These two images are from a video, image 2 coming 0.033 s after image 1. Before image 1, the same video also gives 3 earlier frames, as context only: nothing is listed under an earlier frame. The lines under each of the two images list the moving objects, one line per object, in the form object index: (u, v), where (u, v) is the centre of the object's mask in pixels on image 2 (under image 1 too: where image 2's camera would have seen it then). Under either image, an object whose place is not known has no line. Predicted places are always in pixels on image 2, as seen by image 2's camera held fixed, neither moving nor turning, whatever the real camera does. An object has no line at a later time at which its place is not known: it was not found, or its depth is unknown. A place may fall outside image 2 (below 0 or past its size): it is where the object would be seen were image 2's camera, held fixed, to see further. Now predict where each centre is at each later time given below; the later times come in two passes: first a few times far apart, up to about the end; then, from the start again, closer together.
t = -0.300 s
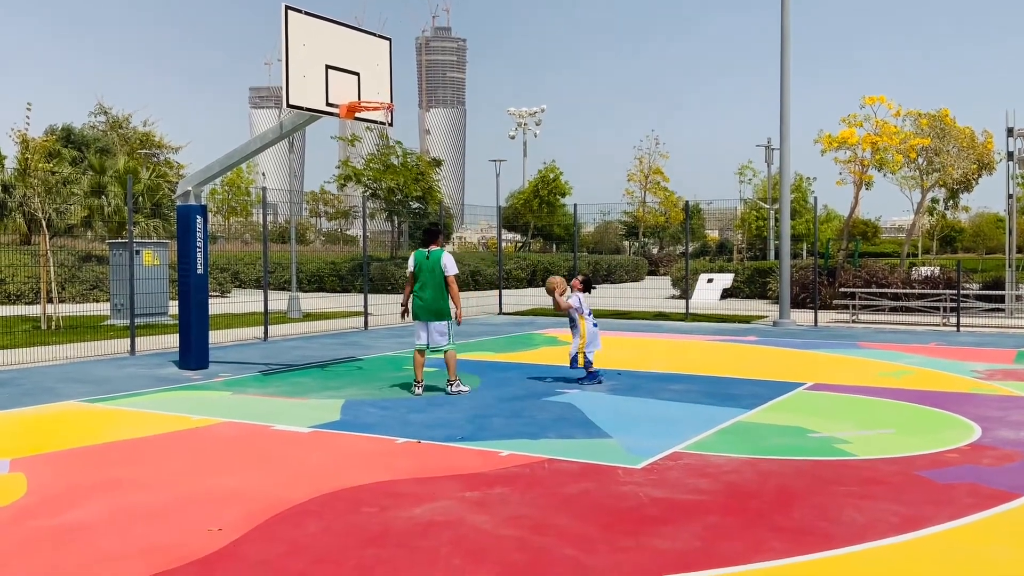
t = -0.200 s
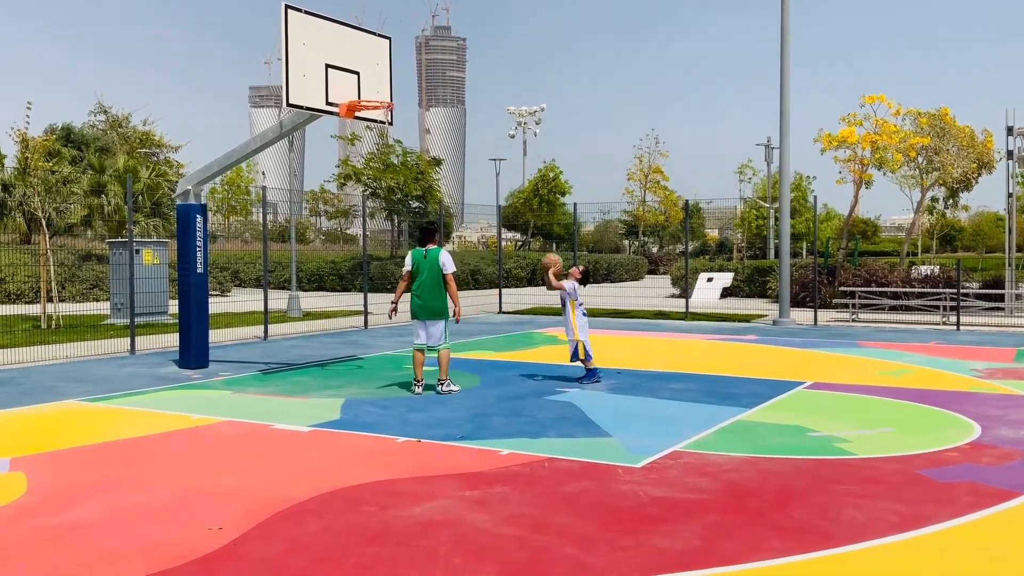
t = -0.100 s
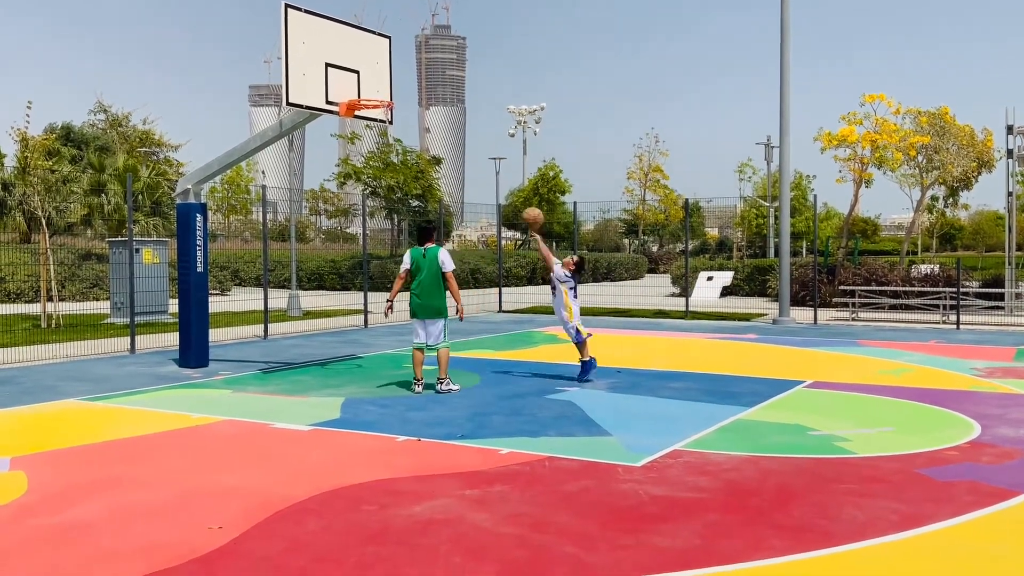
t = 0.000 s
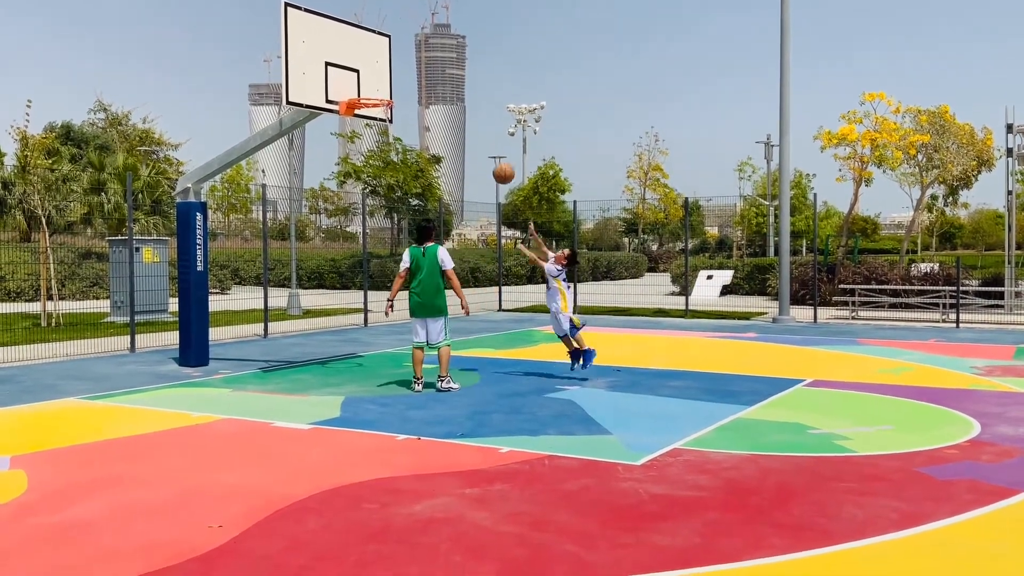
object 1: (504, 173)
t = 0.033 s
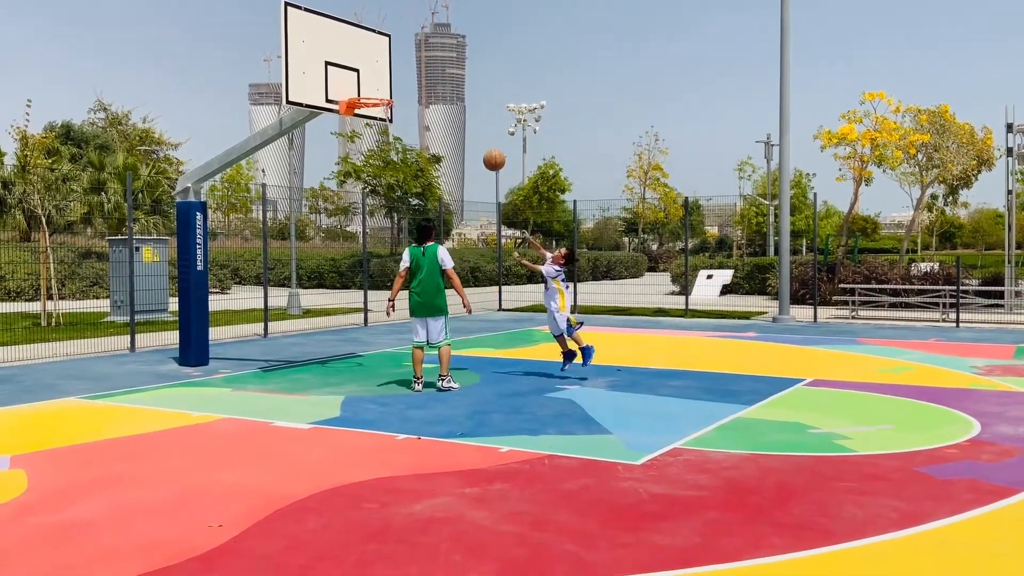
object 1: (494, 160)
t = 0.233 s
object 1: (437, 103)
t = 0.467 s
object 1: (371, 83)
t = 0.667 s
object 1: (314, 107)
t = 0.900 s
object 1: (247, 186)
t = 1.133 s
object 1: (178, 321)
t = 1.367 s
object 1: (129, 302)
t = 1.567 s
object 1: (96, 218)
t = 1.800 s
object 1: (57, 171)
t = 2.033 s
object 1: (16, 178)
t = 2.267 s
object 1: (-23, 248)
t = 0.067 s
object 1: (485, 148)
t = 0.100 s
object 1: (475, 137)
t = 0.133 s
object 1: (466, 127)
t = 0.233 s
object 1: (437, 103)
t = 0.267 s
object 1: (428, 97)
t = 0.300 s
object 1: (418, 92)
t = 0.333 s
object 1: (409, 89)
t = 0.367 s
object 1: (399, 86)
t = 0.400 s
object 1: (390, 84)
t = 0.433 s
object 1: (380, 82)
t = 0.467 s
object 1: (371, 83)
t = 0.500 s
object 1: (361, 84)
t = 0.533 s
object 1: (352, 86)
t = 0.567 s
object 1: (342, 90)
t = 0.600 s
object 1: (333, 94)
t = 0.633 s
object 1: (323, 100)
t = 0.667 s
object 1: (314, 107)
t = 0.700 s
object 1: (305, 115)
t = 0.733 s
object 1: (294, 124)
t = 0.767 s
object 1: (285, 134)
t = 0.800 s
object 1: (275, 146)
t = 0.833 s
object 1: (266, 158)
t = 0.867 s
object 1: (256, 171)
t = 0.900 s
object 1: (247, 186)
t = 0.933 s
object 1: (237, 202)
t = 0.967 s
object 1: (227, 218)
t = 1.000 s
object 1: (217, 237)
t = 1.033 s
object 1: (207, 256)
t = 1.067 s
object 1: (197, 277)
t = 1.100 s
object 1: (188, 299)
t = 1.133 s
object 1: (178, 321)
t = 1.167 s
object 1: (168, 346)
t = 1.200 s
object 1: (159, 371)
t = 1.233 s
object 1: (151, 378)
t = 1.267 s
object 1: (146, 358)
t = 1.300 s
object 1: (140, 338)
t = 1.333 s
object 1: (134, 319)
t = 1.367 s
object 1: (129, 302)
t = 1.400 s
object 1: (123, 285)
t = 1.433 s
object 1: (119, 270)
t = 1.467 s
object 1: (113, 256)
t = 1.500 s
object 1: (107, 242)
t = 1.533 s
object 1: (102, 230)
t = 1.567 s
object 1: (96, 218)
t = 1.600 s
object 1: (91, 208)
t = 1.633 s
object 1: (86, 200)
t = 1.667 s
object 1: (79, 191)
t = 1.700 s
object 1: (73, 184)
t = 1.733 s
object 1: (68, 178)
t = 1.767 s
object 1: (63, 174)
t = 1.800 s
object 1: (57, 171)
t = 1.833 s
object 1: (51, 168)
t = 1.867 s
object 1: (48, 168)
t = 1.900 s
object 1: (41, 167)
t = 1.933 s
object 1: (36, 168)
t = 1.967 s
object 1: (30, 170)
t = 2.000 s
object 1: (22, 173)
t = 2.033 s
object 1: (16, 178)
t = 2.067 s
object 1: (11, 184)
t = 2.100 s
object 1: (4, 192)
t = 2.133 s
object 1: (-2, 200)
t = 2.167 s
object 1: (-7, 211)
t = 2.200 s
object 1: (-12, 222)
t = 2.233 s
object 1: (-19, 234)
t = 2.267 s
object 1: (-23, 248)
